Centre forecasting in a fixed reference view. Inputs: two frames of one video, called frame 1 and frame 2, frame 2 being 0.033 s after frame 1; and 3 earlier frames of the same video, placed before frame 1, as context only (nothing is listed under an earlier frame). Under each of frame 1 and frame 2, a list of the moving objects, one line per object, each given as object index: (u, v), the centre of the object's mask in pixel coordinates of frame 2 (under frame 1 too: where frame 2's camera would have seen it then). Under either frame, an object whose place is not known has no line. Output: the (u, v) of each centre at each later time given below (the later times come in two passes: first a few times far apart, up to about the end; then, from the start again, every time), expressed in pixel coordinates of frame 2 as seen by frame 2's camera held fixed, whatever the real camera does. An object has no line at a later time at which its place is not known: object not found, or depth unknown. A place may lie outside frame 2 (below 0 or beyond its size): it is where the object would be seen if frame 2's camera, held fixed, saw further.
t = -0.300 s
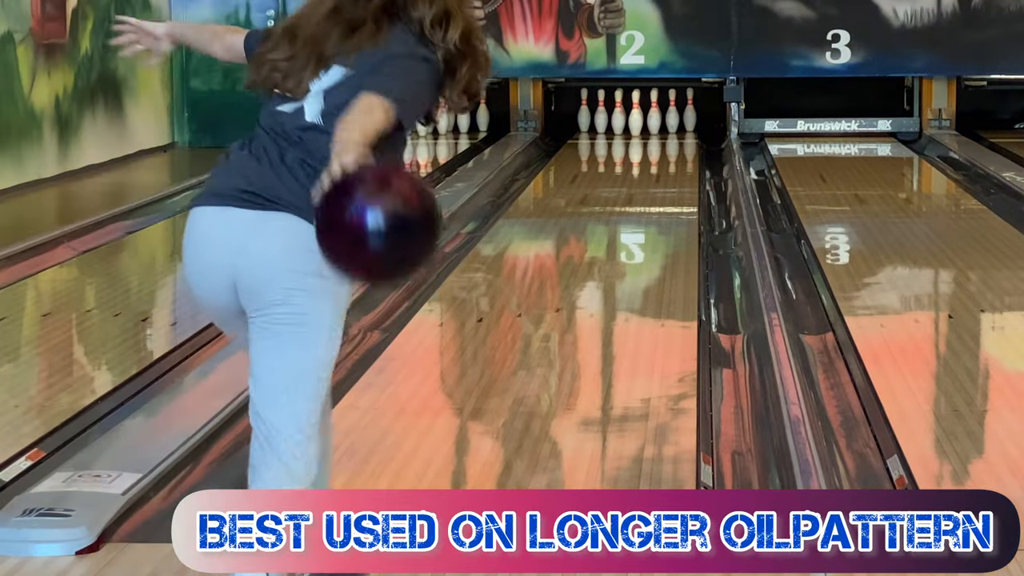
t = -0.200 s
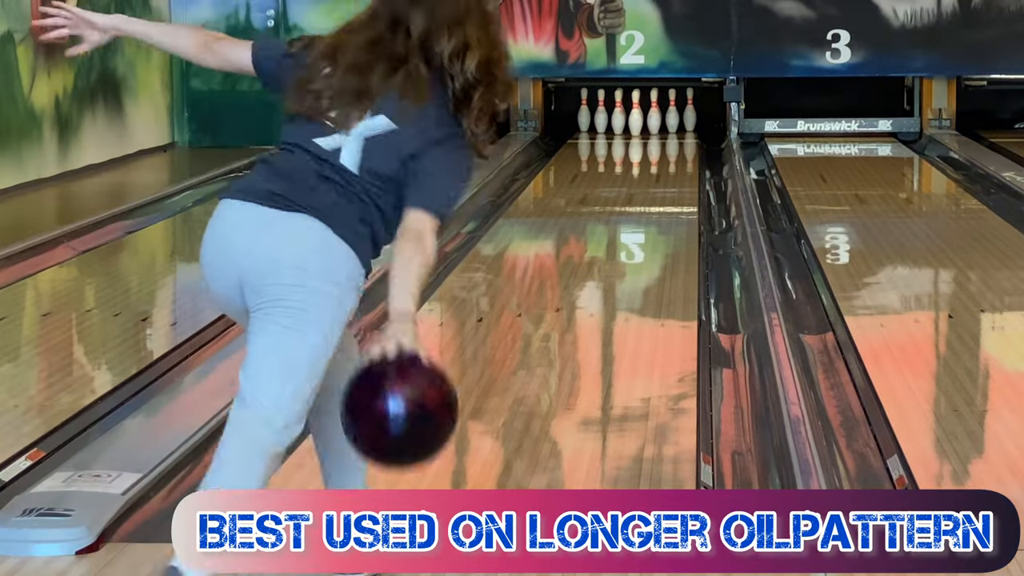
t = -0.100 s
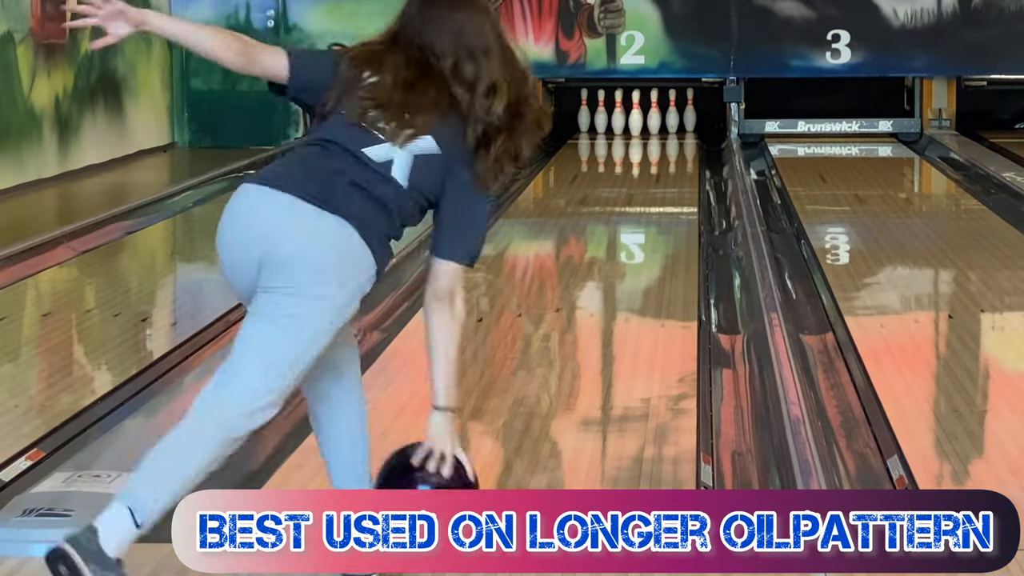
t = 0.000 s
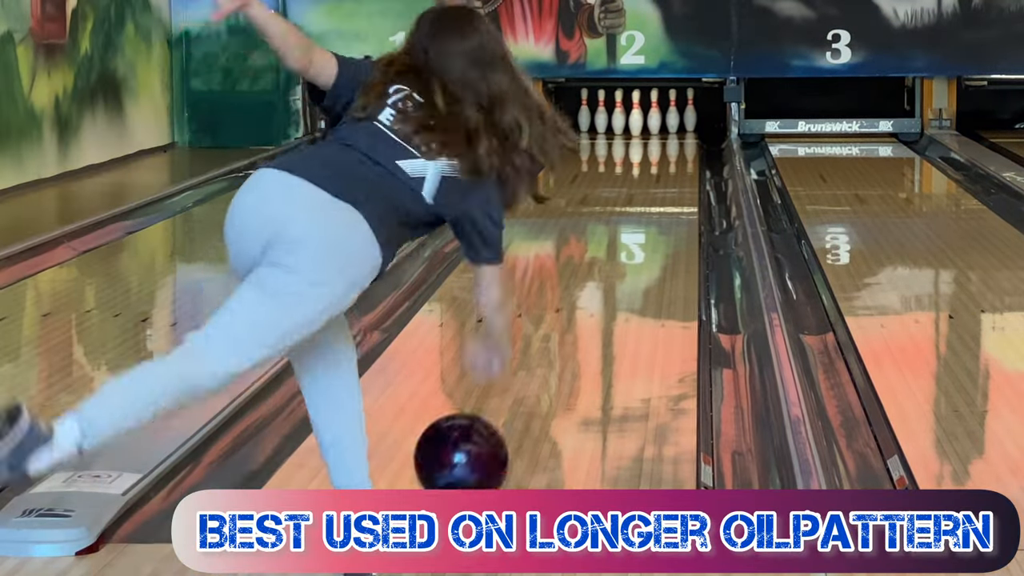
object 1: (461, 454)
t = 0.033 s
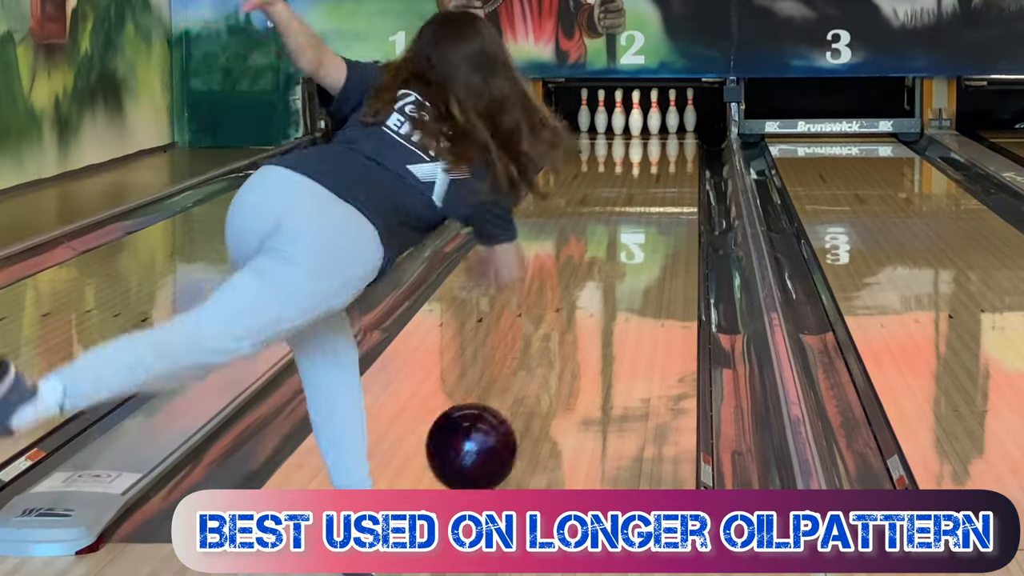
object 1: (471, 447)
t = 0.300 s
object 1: (534, 367)
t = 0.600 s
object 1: (578, 297)
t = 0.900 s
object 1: (607, 249)
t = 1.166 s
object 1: (626, 219)
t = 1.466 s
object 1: (641, 192)
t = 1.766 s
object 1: (652, 171)
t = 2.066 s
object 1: (661, 154)
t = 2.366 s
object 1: (662, 141)
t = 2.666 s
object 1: (653, 131)
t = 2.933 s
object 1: (642, 124)
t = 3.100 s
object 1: (636, 122)
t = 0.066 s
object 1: (481, 442)
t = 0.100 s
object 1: (490, 431)
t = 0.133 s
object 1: (498, 418)
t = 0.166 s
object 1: (506, 409)
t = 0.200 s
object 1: (514, 398)
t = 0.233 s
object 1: (521, 387)
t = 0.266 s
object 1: (527, 377)
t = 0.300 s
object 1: (534, 367)
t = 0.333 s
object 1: (540, 358)
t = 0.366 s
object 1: (545, 349)
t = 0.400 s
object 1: (551, 341)
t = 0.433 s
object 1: (556, 333)
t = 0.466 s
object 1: (561, 326)
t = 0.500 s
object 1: (566, 318)
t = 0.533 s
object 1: (570, 311)
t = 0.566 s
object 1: (574, 304)
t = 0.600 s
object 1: (578, 297)
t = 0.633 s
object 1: (582, 291)
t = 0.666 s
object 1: (586, 285)
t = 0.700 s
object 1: (589, 279)
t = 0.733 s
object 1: (593, 274)
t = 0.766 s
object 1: (596, 268)
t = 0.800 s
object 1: (599, 263)
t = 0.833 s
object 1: (602, 258)
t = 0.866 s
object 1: (605, 254)
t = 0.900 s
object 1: (607, 249)
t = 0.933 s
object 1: (610, 245)
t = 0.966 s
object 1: (612, 241)
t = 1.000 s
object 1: (615, 237)
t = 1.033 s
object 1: (617, 233)
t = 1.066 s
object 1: (620, 229)
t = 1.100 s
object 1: (622, 226)
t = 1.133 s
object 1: (624, 222)
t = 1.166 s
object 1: (626, 219)
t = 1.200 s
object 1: (628, 216)
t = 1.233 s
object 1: (630, 212)
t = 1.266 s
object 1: (631, 209)
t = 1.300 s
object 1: (633, 206)
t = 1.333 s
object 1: (635, 203)
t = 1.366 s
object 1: (637, 201)
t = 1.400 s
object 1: (638, 198)
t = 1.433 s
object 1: (640, 195)
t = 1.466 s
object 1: (641, 192)
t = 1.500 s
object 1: (643, 190)
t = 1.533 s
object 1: (644, 187)
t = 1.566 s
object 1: (645, 185)
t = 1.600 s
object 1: (647, 182)
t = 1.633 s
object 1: (648, 180)
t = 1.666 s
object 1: (650, 177)
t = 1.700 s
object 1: (650, 176)
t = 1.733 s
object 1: (651, 173)
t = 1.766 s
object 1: (652, 171)
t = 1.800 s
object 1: (654, 168)
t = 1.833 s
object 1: (655, 167)
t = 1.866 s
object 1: (656, 165)
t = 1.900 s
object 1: (656, 163)
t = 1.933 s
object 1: (657, 161)
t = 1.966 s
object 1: (658, 159)
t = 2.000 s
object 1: (659, 157)
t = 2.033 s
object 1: (660, 155)
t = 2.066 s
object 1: (661, 154)
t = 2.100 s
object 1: (661, 152)
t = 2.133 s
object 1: (661, 150)
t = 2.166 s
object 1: (662, 149)
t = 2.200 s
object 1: (662, 148)
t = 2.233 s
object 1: (662, 146)
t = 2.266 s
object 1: (662, 145)
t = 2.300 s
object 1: (662, 143)
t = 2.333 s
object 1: (662, 142)
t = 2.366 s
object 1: (662, 141)
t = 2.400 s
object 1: (661, 139)
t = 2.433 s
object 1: (660, 138)
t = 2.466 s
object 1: (660, 137)
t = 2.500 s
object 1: (659, 136)
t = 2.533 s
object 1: (658, 134)
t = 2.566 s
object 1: (657, 134)
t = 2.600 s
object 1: (655, 133)
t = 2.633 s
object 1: (654, 132)
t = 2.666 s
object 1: (653, 131)
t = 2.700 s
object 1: (651, 129)
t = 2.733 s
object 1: (649, 129)
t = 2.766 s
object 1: (648, 128)
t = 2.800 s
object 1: (646, 127)
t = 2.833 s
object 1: (645, 126)
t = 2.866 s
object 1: (643, 126)
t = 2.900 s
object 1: (641, 125)
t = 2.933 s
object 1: (642, 124)
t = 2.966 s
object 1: (643, 123)
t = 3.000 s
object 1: (641, 123)
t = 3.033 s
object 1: (639, 123)
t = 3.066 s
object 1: (638, 122)
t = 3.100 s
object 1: (636, 122)
